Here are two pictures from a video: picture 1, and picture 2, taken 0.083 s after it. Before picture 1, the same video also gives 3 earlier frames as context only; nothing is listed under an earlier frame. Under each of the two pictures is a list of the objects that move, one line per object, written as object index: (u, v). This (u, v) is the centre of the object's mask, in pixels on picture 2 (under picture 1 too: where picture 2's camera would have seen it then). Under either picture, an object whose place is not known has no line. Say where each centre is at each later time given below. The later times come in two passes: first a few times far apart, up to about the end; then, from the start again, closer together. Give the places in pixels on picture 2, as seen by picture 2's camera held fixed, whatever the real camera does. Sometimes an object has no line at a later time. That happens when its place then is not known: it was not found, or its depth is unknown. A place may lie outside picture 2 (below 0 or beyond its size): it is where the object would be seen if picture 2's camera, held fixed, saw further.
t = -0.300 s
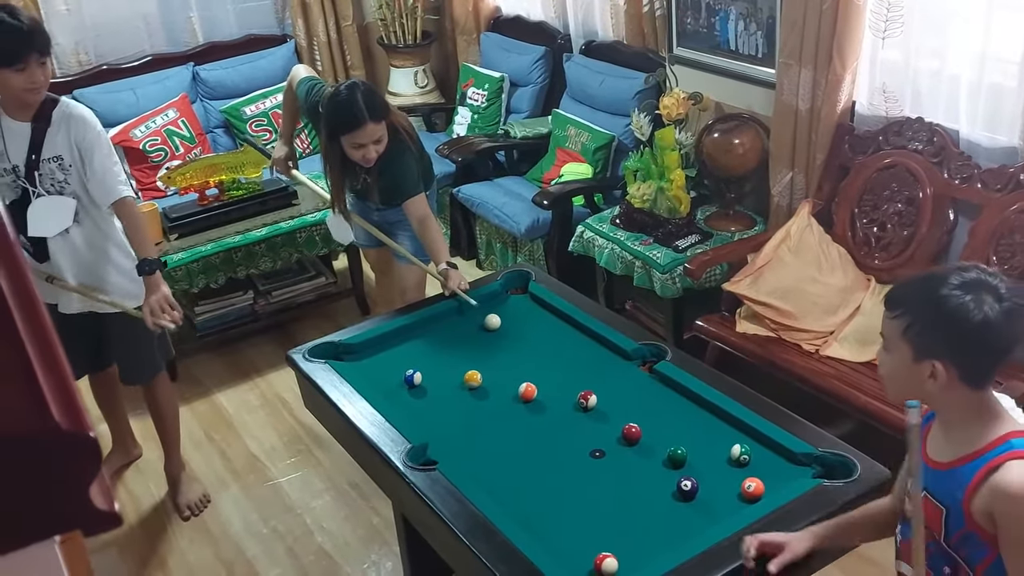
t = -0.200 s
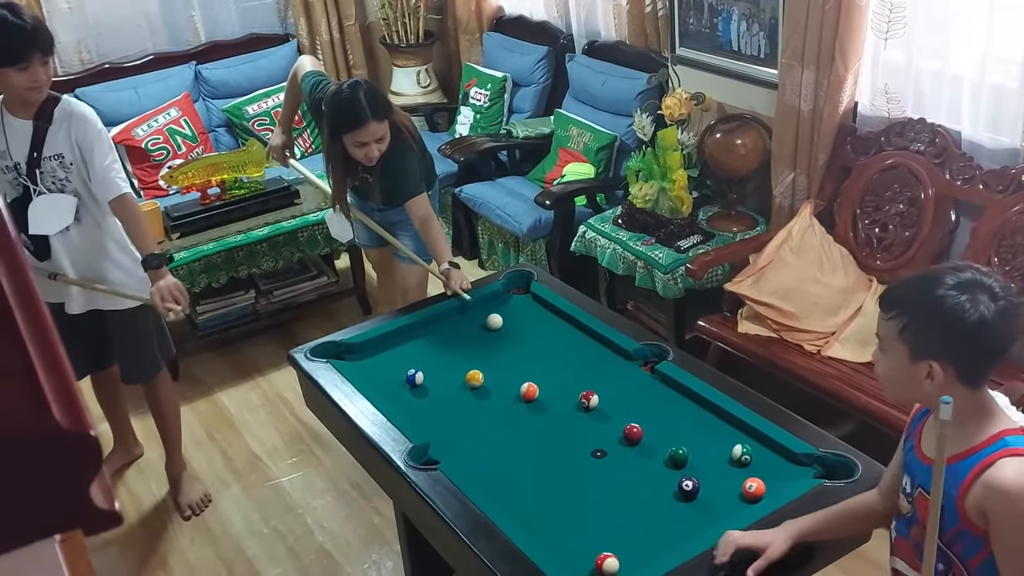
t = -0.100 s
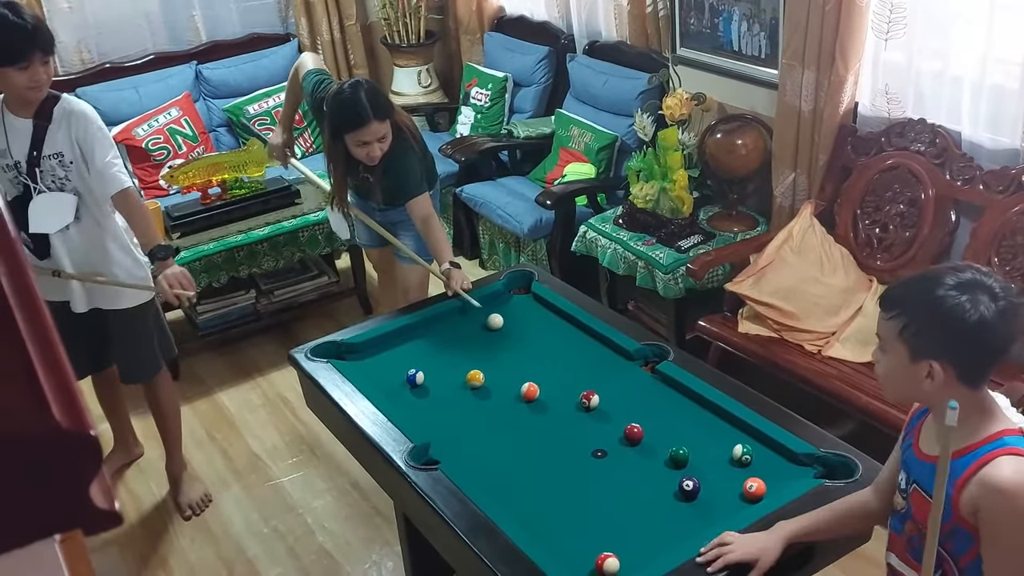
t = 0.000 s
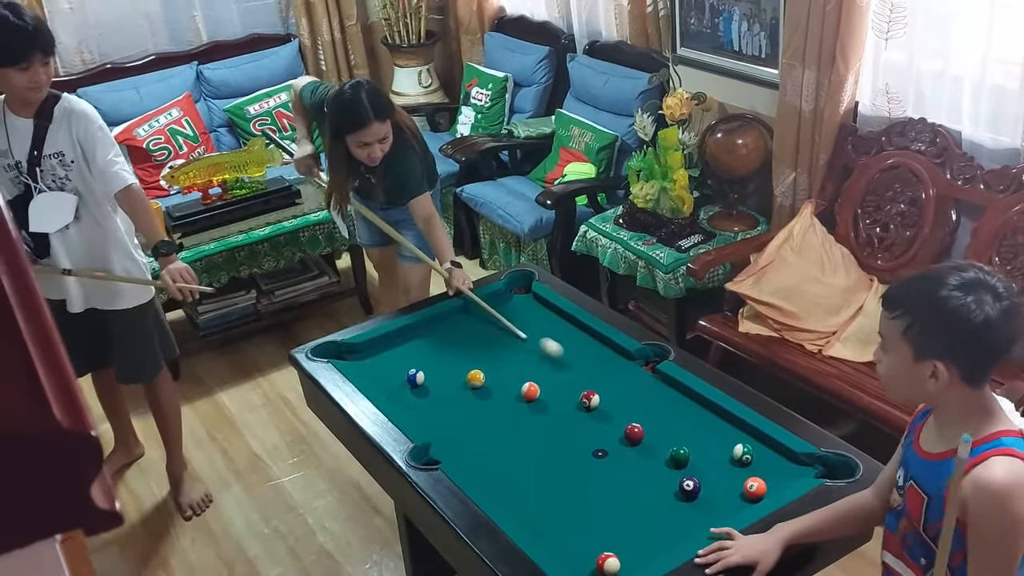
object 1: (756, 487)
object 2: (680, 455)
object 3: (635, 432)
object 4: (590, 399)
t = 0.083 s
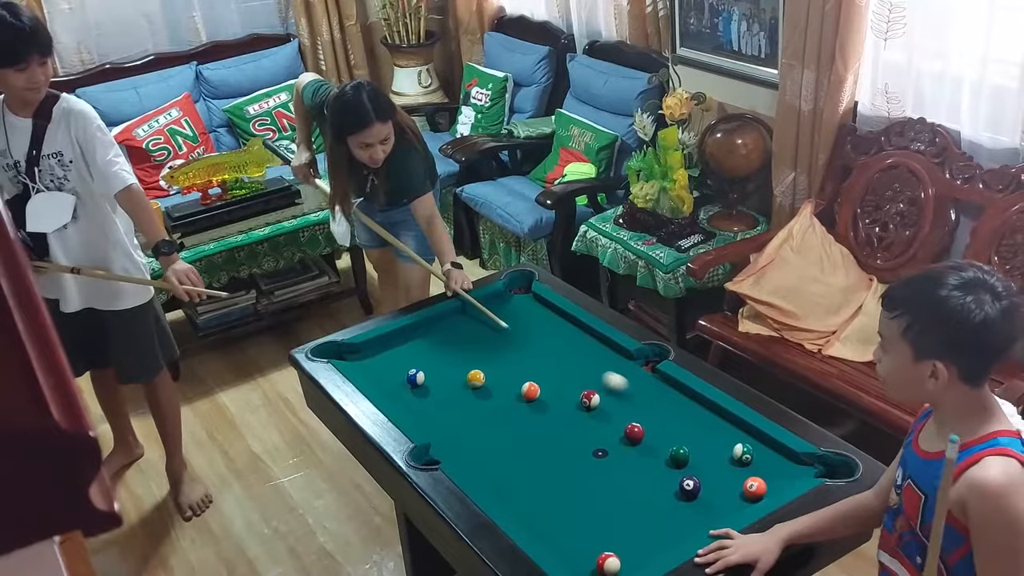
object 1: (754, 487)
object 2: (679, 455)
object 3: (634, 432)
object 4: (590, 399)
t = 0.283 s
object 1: (752, 490)
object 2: (678, 456)
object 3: (633, 433)
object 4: (589, 400)
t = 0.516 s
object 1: (722, 507)
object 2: (671, 454)
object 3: (632, 433)
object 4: (588, 399)
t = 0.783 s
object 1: (692, 523)
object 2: (628, 444)
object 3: (625, 426)
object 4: (588, 399)
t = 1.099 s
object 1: (657, 539)
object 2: (595, 446)
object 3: (610, 410)
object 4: (588, 398)
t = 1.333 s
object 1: (631, 549)
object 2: (572, 447)
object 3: (605, 403)
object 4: (586, 396)
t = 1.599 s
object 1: (616, 549)
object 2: (552, 447)
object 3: (606, 400)
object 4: (581, 392)
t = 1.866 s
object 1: (609, 547)
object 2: (536, 447)
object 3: (606, 398)
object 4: (578, 390)
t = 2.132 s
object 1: (602, 544)
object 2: (522, 446)
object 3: (607, 398)
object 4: (577, 389)
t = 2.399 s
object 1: (597, 543)
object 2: (512, 446)
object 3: (607, 398)
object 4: (577, 389)
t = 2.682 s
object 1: (595, 542)
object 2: (505, 447)
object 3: (606, 398)
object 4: (577, 389)
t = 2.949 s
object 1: (596, 540)
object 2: (501, 447)
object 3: (606, 399)
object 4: (577, 389)
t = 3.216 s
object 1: (596, 538)
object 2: (500, 446)
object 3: (606, 399)
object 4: (577, 388)
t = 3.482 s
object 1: (597, 538)
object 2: (501, 446)
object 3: (607, 398)
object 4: (578, 389)
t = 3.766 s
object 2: (501, 447)
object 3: (607, 399)
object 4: (578, 389)
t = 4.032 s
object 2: (501, 446)
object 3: (607, 399)
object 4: (578, 389)
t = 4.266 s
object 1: (597, 537)
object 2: (501, 446)
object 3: (607, 398)
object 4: (578, 389)
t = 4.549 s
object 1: (597, 537)
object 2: (501, 446)
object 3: (607, 398)
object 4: (578, 389)
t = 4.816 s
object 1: (597, 537)
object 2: (501, 446)
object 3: (607, 398)
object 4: (578, 389)
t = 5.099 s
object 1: (596, 537)
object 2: (501, 446)
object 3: (607, 398)
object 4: (578, 389)
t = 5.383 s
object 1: (596, 537)
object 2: (501, 446)
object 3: (607, 398)
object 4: (578, 388)
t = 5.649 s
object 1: (597, 537)
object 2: (501, 446)
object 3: (607, 398)
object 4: (578, 388)
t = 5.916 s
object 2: (501, 446)
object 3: (607, 399)
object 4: (578, 388)
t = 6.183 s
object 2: (501, 446)
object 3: (608, 398)
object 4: (578, 388)
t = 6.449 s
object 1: (597, 537)
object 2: (501, 446)
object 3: (607, 398)
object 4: (578, 388)
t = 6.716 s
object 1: (596, 537)
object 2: (501, 446)
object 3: (606, 399)
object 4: (577, 388)
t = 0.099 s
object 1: (754, 487)
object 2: (679, 455)
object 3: (634, 432)
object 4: (590, 399)
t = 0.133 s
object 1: (753, 488)
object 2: (678, 455)
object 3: (633, 432)
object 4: (589, 399)
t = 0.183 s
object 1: (753, 488)
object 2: (678, 455)
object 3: (633, 432)
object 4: (589, 399)
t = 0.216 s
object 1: (753, 488)
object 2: (678, 455)
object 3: (633, 432)
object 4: (589, 399)
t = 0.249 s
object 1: (753, 488)
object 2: (678, 455)
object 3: (633, 432)
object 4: (589, 399)
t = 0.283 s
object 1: (752, 490)
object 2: (678, 456)
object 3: (633, 433)
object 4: (589, 400)
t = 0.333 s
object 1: (745, 494)
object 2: (678, 456)
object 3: (633, 433)
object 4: (589, 400)
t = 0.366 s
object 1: (741, 496)
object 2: (678, 456)
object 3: (633, 433)
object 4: (589, 400)
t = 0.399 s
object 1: (737, 499)
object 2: (678, 456)
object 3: (633, 433)
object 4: (589, 400)
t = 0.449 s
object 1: (730, 502)
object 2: (677, 456)
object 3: (632, 433)
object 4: (588, 399)
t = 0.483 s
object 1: (726, 505)
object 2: (677, 456)
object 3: (632, 433)
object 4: (588, 399)
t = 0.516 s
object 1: (722, 507)
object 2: (671, 454)
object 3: (632, 433)
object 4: (588, 399)
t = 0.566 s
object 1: (716, 510)
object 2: (659, 451)
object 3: (631, 433)
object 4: (587, 399)
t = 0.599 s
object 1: (712, 512)
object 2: (653, 448)
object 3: (631, 432)
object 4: (587, 399)
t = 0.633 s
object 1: (709, 514)
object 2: (647, 445)
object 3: (631, 432)
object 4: (588, 399)
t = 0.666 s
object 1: (705, 517)
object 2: (641, 443)
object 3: (631, 431)
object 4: (588, 399)
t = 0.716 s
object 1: (700, 520)
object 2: (636, 444)
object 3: (628, 428)
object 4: (588, 399)
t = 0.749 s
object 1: (696, 521)
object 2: (632, 445)
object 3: (627, 427)
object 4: (588, 399)
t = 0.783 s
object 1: (692, 523)
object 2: (628, 444)
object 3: (625, 426)
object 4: (588, 399)
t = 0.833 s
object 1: (686, 526)
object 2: (622, 445)
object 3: (622, 424)
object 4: (587, 399)
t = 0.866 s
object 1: (681, 528)
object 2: (618, 445)
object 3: (620, 422)
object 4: (587, 399)
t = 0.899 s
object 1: (678, 529)
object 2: (614, 445)
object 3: (619, 419)
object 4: (588, 399)
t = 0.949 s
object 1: (673, 532)
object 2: (608, 446)
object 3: (616, 416)
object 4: (588, 398)
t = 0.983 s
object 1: (669, 534)
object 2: (605, 446)
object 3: (614, 415)
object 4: (588, 398)
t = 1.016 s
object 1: (666, 535)
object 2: (602, 446)
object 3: (613, 414)
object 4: (588, 398)
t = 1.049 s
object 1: (662, 537)
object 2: (599, 447)
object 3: (612, 412)
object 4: (588, 398)
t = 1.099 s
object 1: (657, 539)
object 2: (595, 446)
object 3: (610, 410)
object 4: (588, 398)
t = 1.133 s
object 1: (654, 540)
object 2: (592, 446)
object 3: (609, 409)
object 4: (588, 398)
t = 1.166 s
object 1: (650, 542)
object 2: (588, 446)
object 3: (607, 407)
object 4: (588, 398)
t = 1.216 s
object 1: (645, 544)
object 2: (584, 447)
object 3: (605, 406)
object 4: (588, 398)
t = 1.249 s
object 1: (642, 545)
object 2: (581, 446)
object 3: (604, 405)
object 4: (588, 398)
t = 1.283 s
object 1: (638, 547)
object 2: (578, 447)
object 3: (605, 405)
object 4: (587, 397)
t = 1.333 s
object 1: (631, 549)
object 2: (572, 447)
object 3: (605, 403)
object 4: (586, 396)
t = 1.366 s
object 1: (628, 550)
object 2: (570, 447)
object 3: (605, 403)
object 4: (585, 395)
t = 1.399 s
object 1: (625, 551)
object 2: (567, 447)
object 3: (605, 402)
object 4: (584, 395)
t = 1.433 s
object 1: (623, 551)
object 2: (565, 448)
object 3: (605, 402)
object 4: (584, 395)
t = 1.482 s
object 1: (621, 551)
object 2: (561, 447)
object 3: (605, 401)
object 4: (582, 394)
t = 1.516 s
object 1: (620, 551)
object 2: (558, 447)
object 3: (605, 401)
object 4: (582, 394)
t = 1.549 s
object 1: (618, 550)
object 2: (555, 447)
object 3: (606, 400)
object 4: (581, 393)
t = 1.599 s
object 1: (616, 549)
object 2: (552, 447)
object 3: (606, 400)
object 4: (581, 392)
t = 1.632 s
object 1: (615, 549)
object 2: (549, 446)
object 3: (606, 399)
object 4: (580, 392)
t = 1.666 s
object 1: (614, 548)
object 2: (547, 447)
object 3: (605, 399)
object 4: (580, 391)
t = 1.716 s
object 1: (612, 548)
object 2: (544, 446)
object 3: (606, 399)
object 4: (579, 391)
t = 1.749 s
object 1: (611, 547)
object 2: (542, 446)
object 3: (606, 399)
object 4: (579, 390)
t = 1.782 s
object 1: (610, 547)
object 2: (540, 446)
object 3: (606, 399)
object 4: (579, 391)
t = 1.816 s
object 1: (610, 547)
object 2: (538, 447)
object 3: (606, 399)
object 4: (579, 390)
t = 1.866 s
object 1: (609, 547)
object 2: (536, 447)
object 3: (606, 398)
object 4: (578, 390)
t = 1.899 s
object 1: (608, 546)
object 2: (534, 447)
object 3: (606, 398)
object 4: (578, 390)
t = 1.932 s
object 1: (607, 546)
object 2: (532, 446)
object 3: (606, 398)
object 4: (578, 390)
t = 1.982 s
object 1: (606, 546)
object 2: (530, 446)
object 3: (606, 398)
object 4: (578, 389)
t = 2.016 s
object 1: (605, 545)
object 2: (528, 446)
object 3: (606, 398)
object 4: (577, 389)
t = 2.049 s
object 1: (604, 545)
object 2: (526, 446)
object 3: (606, 398)
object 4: (578, 389)
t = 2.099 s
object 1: (603, 544)
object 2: (523, 446)
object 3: (607, 398)
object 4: (577, 389)
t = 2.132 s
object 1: (602, 544)
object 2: (522, 446)
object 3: (607, 398)
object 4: (577, 389)
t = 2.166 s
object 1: (601, 544)
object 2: (521, 446)
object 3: (607, 398)
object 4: (577, 389)
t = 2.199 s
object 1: (601, 544)
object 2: (520, 445)
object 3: (607, 398)
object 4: (577, 389)
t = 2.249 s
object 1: (600, 544)
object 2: (518, 446)
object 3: (607, 398)
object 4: (577, 389)
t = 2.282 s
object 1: (599, 544)
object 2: (516, 446)
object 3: (607, 398)
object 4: (577, 389)
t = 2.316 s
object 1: (599, 543)
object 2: (515, 446)
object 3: (607, 398)
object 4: (577, 389)
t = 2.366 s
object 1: (598, 543)
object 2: (513, 446)
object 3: (607, 398)
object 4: (577, 389)
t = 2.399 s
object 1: (597, 543)
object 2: (512, 446)
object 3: (607, 398)
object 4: (577, 389)
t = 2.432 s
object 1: (597, 543)
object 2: (511, 446)
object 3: (607, 398)
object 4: (577, 389)
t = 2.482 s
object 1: (596, 543)
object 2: (509, 446)
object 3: (607, 398)
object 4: (577, 389)
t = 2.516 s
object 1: (596, 543)
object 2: (508, 446)
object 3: (606, 398)
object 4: (577, 389)
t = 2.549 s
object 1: (595, 543)
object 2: (508, 447)
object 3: (606, 398)
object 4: (577, 389)
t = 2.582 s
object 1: (595, 543)
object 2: (506, 447)
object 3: (607, 398)
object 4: (577, 389)
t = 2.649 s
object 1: (595, 542)
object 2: (505, 447)
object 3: (607, 398)
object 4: (577, 389)
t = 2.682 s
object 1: (595, 542)
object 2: (505, 447)
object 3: (606, 398)
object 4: (577, 389)
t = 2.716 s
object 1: (595, 541)
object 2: (504, 447)
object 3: (606, 399)
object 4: (577, 389)
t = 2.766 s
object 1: (595, 541)
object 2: (503, 447)
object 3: (607, 399)
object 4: (577, 389)
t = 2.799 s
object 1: (595, 541)
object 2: (503, 447)
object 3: (607, 399)
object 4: (577, 389)
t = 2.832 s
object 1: (596, 541)
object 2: (502, 447)
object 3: (607, 399)
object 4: (577, 389)
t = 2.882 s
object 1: (596, 541)
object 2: (502, 447)
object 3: (607, 399)
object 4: (578, 389)
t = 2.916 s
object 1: (596, 540)
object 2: (501, 447)
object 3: (607, 399)
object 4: (577, 389)
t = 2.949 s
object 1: (596, 540)
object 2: (501, 447)
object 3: (606, 399)
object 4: (577, 389)
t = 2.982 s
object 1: (596, 540)
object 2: (500, 446)
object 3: (606, 399)
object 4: (577, 389)
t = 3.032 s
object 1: (596, 540)
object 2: (500, 446)
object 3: (606, 399)
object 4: (577, 389)
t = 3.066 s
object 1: (596, 539)
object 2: (500, 446)
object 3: (606, 399)
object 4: (577, 389)
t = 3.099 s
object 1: (596, 539)
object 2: (500, 446)
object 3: (606, 399)
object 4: (577, 388)
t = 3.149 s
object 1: (596, 539)
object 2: (500, 447)
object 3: (606, 399)
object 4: (577, 388)
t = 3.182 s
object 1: (596, 539)
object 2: (500, 446)
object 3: (606, 399)
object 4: (577, 389)
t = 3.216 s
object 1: (596, 538)
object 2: (500, 446)
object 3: (606, 399)
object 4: (577, 388)
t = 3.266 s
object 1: (596, 538)
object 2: (500, 446)
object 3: (606, 399)
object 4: (577, 389)
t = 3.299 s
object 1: (596, 539)
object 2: (500, 446)
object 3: (606, 399)
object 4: (578, 388)
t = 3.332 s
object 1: (596, 538)
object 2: (500, 446)
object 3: (606, 399)
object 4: (577, 388)
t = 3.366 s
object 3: (606, 398)
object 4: (577, 387)
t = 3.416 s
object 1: (596, 537)
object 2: (501, 446)
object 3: (607, 398)
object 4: (578, 388)
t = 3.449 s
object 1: (597, 538)
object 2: (501, 446)
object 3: (607, 398)
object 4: (578, 388)
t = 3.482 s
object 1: (597, 538)
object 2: (501, 446)
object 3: (607, 398)
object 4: (578, 389)
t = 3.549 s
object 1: (598, 538)
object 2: (501, 446)
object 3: (607, 398)
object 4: (578, 389)
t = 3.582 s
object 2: (501, 446)
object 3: (608, 398)
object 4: (578, 388)
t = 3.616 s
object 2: (501, 446)
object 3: (608, 398)
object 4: (579, 388)
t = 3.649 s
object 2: (501, 446)
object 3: (608, 399)
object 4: (578, 389)
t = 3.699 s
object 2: (502, 446)
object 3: (608, 399)
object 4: (578, 389)
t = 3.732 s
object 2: (502, 447)
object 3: (607, 399)
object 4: (578, 389)
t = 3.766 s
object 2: (501, 447)
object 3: (607, 399)
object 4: (578, 389)
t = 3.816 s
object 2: (501, 447)
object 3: (607, 399)
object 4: (578, 389)
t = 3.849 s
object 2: (501, 447)
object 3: (607, 399)
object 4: (578, 388)
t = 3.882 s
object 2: (501, 447)
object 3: (607, 399)
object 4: (578, 389)
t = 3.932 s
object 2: (501, 447)
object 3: (607, 399)
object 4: (578, 388)
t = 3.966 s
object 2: (501, 446)
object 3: (607, 399)
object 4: (578, 389)
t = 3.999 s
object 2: (501, 447)
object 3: (607, 399)
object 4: (578, 389)
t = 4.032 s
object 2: (501, 446)
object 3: (607, 399)
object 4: (578, 389)
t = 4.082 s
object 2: (501, 447)
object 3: (607, 399)
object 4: (578, 388)
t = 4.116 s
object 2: (501, 447)
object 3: (608, 398)
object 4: (578, 389)
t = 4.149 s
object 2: (501, 446)
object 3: (608, 398)
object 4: (578, 388)
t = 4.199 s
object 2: (501, 447)
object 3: (608, 398)
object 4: (578, 388)
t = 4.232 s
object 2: (501, 446)
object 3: (608, 398)
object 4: (578, 389)
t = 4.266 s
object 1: (597, 537)
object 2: (501, 446)
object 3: (607, 398)
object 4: (578, 389)
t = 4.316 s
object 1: (597, 537)
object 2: (501, 446)
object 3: (608, 398)
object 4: (578, 389)
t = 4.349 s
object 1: (597, 537)
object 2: (501, 446)
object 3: (608, 398)
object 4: (578, 389)
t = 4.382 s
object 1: (597, 537)
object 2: (501, 446)
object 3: (608, 398)
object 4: (578, 389)
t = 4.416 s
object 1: (597, 537)
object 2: (501, 446)
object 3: (608, 398)
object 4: (578, 389)
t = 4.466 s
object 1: (597, 537)
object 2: (501, 446)
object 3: (608, 398)
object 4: (578, 389)
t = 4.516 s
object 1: (597, 537)
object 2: (501, 446)
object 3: (607, 398)
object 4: (578, 389)
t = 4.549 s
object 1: (597, 537)
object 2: (501, 446)
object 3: (607, 398)
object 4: (578, 389)
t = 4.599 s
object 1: (597, 537)
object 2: (501, 446)
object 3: (607, 398)
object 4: (578, 389)
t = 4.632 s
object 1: (597, 537)
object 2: (501, 446)
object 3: (607, 398)
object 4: (578, 389)
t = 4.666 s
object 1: (597, 537)
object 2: (501, 446)
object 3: (607, 398)
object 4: (578, 389)
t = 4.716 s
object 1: (597, 537)
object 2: (501, 446)
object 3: (607, 398)
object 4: (578, 389)
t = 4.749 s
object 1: (596, 537)
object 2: (501, 446)
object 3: (608, 398)
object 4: (578, 389)
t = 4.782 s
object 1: (596, 537)
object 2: (501, 446)
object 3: (607, 398)
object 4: (578, 389)
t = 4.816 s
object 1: (597, 537)
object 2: (501, 446)
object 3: (607, 398)
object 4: (578, 389)
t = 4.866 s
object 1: (596, 537)
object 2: (501, 446)
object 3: (607, 398)
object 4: (578, 389)
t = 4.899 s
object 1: (597, 537)
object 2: (501, 446)
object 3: (607, 398)
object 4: (578, 389)
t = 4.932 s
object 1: (596, 537)
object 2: (501, 446)
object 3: (607, 398)
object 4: (578, 389)
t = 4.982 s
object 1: (596, 537)
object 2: (501, 446)
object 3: (607, 398)
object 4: (578, 389)
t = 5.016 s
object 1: (596, 537)
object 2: (501, 446)
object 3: (607, 398)
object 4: (578, 389)
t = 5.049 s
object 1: (596, 537)
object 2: (501, 446)
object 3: (607, 398)
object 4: (577, 389)
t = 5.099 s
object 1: (596, 537)
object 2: (501, 446)
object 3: (607, 398)
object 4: (578, 389)
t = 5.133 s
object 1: (596, 537)
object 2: (501, 446)
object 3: (607, 398)
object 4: (578, 389)
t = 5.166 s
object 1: (596, 537)
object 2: (501, 446)
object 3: (607, 398)
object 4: (578, 389)
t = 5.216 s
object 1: (597, 536)
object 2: (501, 446)
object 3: (607, 398)
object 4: (578, 389)
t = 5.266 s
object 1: (596, 536)
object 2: (501, 446)
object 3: (607, 398)
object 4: (578, 388)
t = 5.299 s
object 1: (596, 536)
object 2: (501, 446)
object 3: (607, 398)
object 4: (578, 388)
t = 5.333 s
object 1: (596, 537)
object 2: (501, 446)
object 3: (607, 398)
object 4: (578, 388)
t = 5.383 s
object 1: (596, 537)
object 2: (501, 446)
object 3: (607, 398)
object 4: (578, 388)
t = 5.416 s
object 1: (597, 537)
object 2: (501, 446)
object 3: (607, 398)
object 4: (578, 388)
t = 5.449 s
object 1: (597, 537)
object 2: (501, 446)
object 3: (607, 398)
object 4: (578, 388)
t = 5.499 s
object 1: (597, 537)
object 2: (501, 446)
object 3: (607, 398)
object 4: (578, 388)
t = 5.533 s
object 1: (597, 537)
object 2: (501, 446)
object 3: (607, 398)
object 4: (578, 388)
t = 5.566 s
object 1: (597, 537)
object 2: (501, 446)
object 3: (607, 398)
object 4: (578, 388)
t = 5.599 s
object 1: (597, 537)
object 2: (501, 446)
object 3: (607, 399)
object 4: (578, 388)
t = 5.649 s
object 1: (597, 537)
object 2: (501, 446)
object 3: (607, 398)
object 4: (578, 388)
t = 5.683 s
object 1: (597, 537)
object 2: (501, 446)
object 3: (607, 398)
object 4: (578, 388)
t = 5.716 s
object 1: (597, 537)
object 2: (501, 446)
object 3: (607, 399)
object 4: (578, 388)
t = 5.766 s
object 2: (501, 446)
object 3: (607, 398)
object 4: (578, 388)
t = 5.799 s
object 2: (501, 446)
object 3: (607, 399)
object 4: (578, 388)
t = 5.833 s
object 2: (501, 446)
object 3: (607, 399)
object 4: (578, 388)
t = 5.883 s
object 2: (501, 446)
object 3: (607, 399)
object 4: (578, 388)
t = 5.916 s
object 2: (501, 446)
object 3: (607, 399)
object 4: (578, 388)
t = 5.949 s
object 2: (501, 446)
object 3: (607, 399)
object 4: (578, 388)
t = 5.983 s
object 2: (501, 446)
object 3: (607, 399)
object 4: (578, 388)
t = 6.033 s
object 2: (501, 446)
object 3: (607, 399)
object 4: (578, 388)
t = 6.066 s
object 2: (501, 446)
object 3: (607, 399)
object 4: (578, 388)
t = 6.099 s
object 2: (501, 446)
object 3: (608, 398)
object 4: (578, 388)
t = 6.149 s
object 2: (501, 446)
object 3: (608, 398)
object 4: (578, 388)
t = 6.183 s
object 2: (501, 446)
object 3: (608, 398)
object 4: (578, 388)
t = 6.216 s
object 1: (597, 538)
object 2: (501, 446)
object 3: (608, 398)
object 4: (578, 388)
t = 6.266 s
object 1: (597, 537)
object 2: (501, 446)
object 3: (607, 398)
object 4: (578, 388)
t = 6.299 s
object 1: (597, 538)
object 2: (501, 446)
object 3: (607, 398)
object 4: (578, 388)
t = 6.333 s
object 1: (597, 537)
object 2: (501, 446)
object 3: (607, 398)
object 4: (578, 388)
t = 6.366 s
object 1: (597, 538)
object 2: (501, 446)
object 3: (607, 398)
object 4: (578, 388)
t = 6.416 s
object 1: (597, 537)
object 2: (501, 446)
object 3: (607, 398)
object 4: (578, 388)
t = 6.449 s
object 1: (597, 537)
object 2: (501, 446)
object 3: (607, 398)
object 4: (578, 388)
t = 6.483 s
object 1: (597, 537)
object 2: (501, 446)
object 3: (607, 398)
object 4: (578, 388)
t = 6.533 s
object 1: (597, 537)
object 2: (501, 446)
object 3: (607, 398)
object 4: (578, 388)
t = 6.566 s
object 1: (597, 537)
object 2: (501, 446)
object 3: (607, 398)
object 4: (578, 388)
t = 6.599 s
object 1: (597, 537)
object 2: (501, 446)
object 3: (607, 398)
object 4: (577, 388)
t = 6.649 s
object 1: (597, 537)
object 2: (501, 446)
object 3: (607, 398)
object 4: (577, 388)
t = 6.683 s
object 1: (596, 537)
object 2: (501, 446)
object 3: (606, 398)
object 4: (577, 388)
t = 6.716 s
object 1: (596, 537)
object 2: (501, 446)
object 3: (606, 399)
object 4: (577, 388)
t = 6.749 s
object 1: (597, 537)
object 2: (501, 446)
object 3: (606, 399)
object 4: (577, 388)
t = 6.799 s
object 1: (597, 537)
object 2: (501, 446)
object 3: (607, 398)
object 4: (577, 388)
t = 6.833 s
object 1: (596, 537)
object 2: (501, 446)
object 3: (607, 398)
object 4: (577, 388)
